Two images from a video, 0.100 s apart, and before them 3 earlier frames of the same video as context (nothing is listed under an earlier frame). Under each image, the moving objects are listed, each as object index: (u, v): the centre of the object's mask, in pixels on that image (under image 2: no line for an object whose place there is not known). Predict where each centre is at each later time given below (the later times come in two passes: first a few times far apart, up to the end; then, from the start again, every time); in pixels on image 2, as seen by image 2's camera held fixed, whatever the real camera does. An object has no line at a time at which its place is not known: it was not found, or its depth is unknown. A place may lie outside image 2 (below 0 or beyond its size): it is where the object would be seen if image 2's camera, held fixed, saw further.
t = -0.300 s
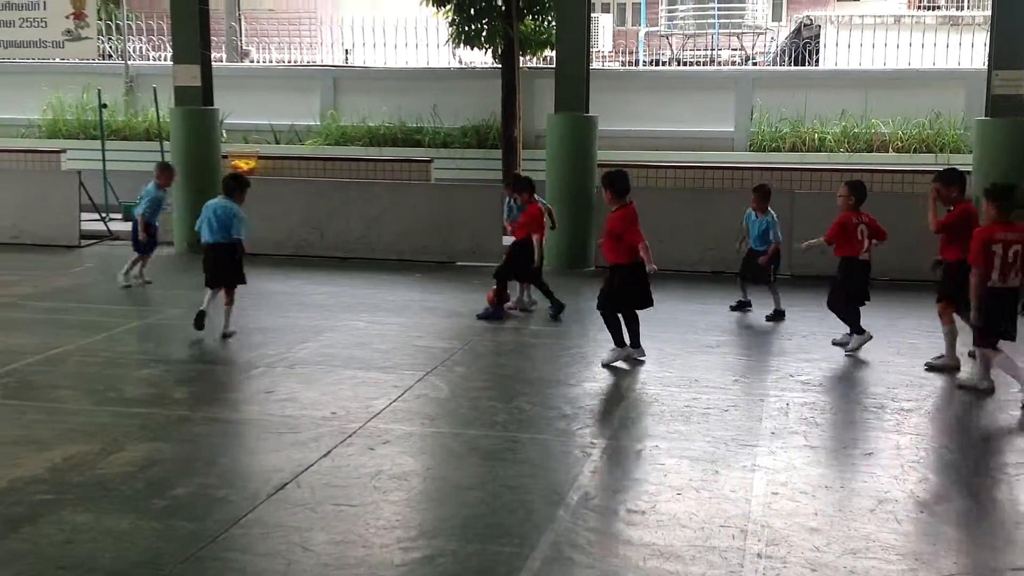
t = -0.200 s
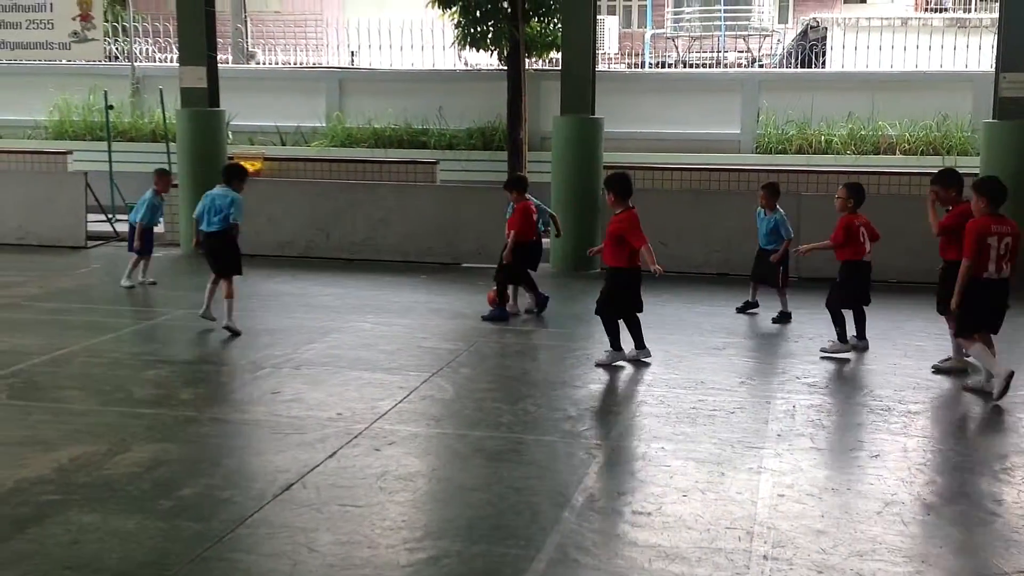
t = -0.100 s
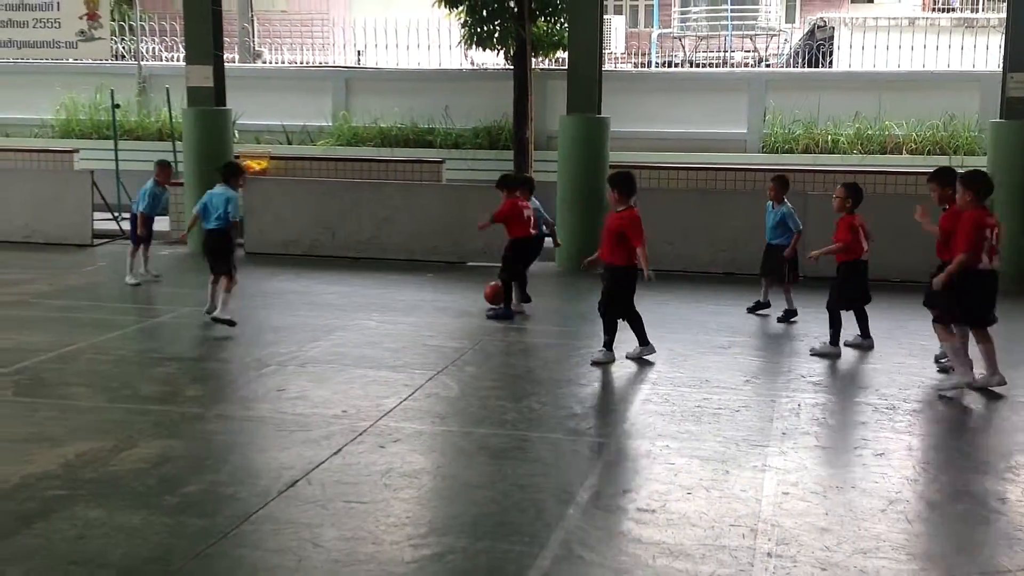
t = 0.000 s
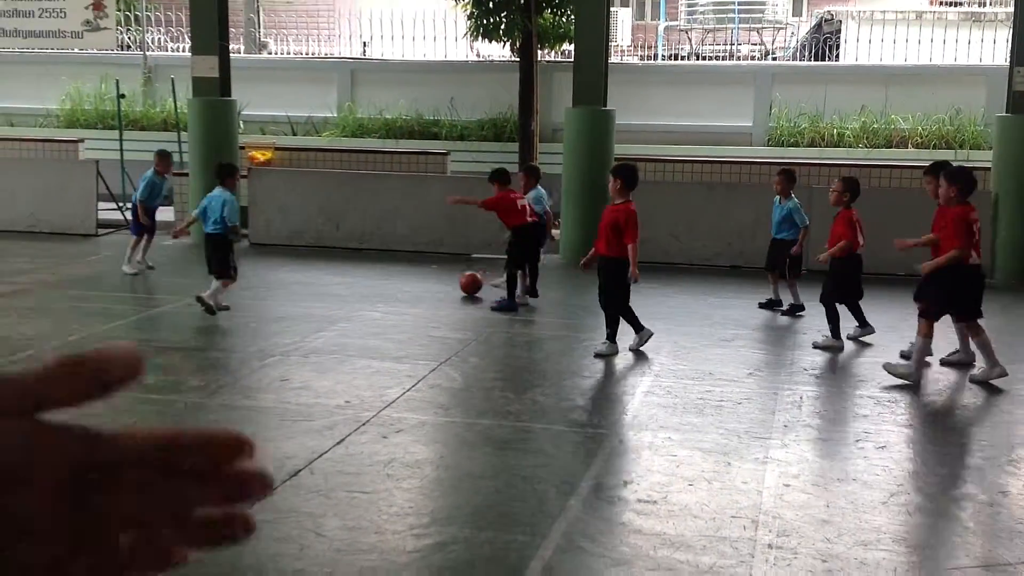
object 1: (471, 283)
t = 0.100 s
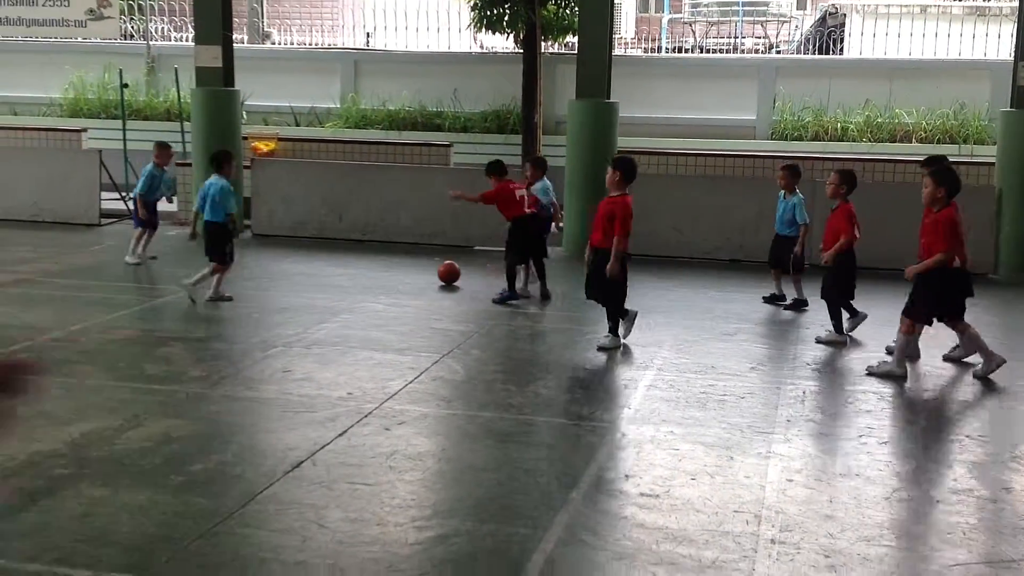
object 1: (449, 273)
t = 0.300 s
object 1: (411, 268)
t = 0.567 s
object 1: (364, 262)
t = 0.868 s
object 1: (315, 256)
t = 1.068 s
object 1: (284, 252)
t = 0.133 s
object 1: (442, 272)
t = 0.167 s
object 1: (435, 271)
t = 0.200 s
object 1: (429, 270)
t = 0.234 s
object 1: (423, 269)
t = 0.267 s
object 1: (417, 269)
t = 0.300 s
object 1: (411, 268)
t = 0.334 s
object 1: (405, 267)
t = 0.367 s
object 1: (399, 266)
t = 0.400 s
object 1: (393, 266)
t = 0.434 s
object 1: (387, 265)
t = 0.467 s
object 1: (381, 264)
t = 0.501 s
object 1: (375, 264)
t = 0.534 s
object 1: (370, 263)
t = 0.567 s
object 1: (364, 262)
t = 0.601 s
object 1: (358, 262)
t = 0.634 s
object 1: (353, 261)
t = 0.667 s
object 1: (347, 260)
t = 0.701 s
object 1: (342, 260)
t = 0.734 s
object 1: (336, 259)
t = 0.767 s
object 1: (331, 258)
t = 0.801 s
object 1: (325, 258)
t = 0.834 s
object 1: (320, 257)
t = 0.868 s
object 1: (315, 256)
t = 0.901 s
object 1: (310, 256)
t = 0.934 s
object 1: (304, 255)
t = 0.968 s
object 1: (299, 254)
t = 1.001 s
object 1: (294, 253)
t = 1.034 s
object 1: (289, 252)
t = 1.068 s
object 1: (284, 252)
